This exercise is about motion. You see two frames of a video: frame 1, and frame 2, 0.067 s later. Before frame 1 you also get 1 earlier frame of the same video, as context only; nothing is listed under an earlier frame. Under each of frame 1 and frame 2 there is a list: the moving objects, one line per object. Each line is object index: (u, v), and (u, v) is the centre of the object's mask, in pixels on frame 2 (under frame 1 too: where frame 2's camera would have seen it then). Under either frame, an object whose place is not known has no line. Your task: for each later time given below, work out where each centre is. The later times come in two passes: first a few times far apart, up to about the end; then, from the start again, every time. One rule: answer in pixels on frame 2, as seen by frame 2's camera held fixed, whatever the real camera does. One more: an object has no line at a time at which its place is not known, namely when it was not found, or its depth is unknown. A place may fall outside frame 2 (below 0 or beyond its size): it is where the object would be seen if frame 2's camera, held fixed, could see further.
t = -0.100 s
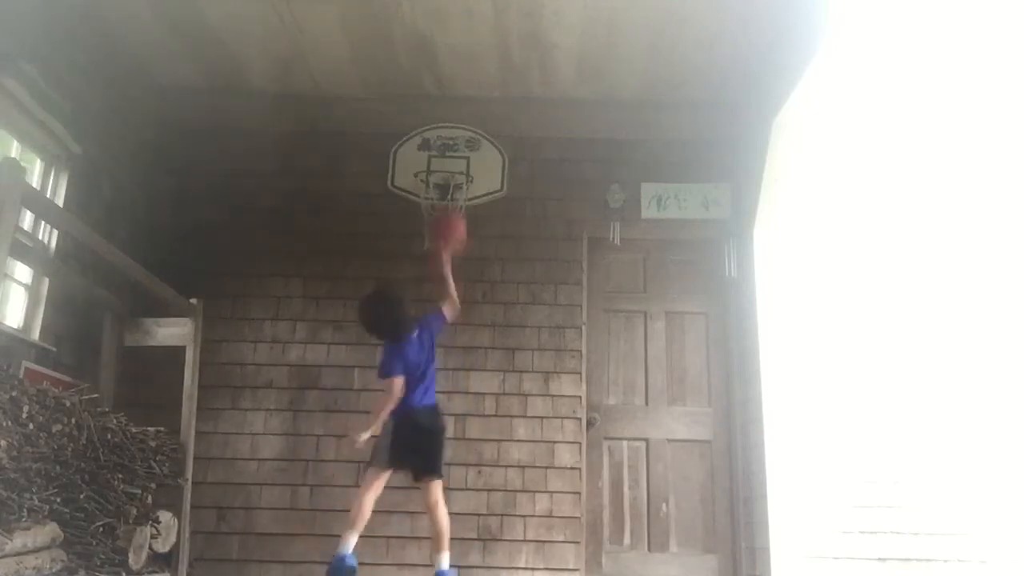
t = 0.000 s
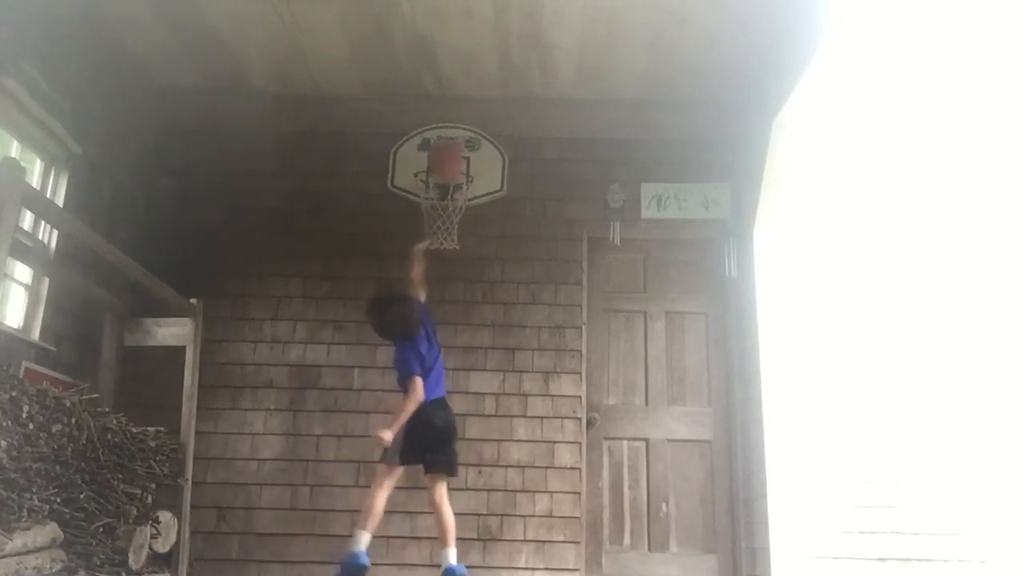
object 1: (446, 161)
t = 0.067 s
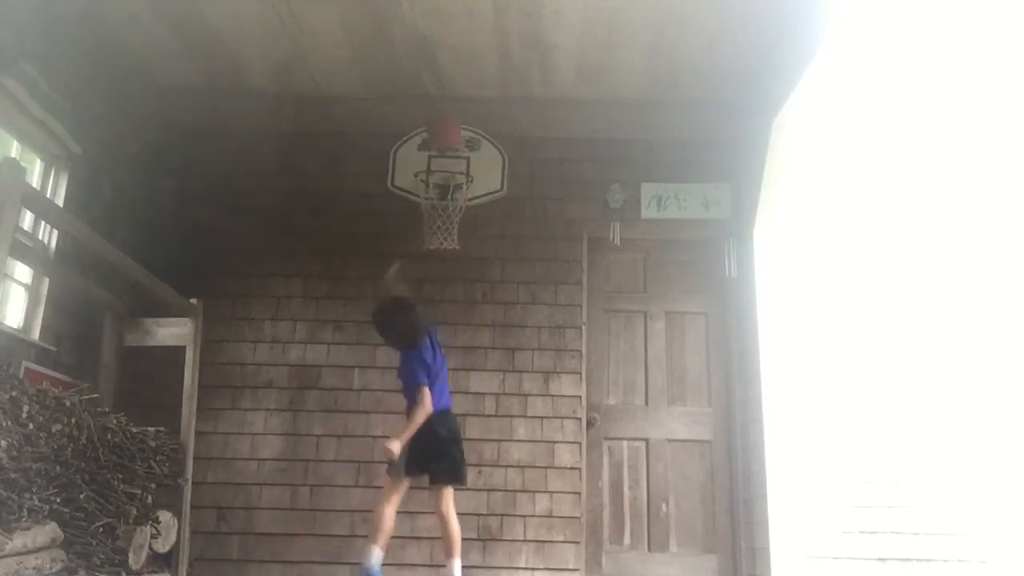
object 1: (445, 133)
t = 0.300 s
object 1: (439, 89)
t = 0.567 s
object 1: (418, 155)
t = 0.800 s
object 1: (390, 174)
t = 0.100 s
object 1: (447, 117)
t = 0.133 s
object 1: (445, 108)
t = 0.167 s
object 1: (442, 101)
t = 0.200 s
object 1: (441, 97)
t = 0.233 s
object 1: (440, 95)
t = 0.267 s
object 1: (439, 89)
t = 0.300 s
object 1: (439, 89)
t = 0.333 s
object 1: (435, 89)
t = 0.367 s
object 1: (431, 99)
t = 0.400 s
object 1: (432, 103)
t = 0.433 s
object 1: (430, 113)
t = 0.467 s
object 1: (425, 120)
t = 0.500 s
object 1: (422, 133)
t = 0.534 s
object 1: (420, 145)
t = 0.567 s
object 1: (418, 155)
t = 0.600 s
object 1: (414, 155)
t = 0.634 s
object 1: (412, 154)
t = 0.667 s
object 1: (408, 155)
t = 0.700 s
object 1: (404, 157)
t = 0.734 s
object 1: (401, 160)
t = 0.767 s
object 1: (396, 165)
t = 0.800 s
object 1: (390, 174)
